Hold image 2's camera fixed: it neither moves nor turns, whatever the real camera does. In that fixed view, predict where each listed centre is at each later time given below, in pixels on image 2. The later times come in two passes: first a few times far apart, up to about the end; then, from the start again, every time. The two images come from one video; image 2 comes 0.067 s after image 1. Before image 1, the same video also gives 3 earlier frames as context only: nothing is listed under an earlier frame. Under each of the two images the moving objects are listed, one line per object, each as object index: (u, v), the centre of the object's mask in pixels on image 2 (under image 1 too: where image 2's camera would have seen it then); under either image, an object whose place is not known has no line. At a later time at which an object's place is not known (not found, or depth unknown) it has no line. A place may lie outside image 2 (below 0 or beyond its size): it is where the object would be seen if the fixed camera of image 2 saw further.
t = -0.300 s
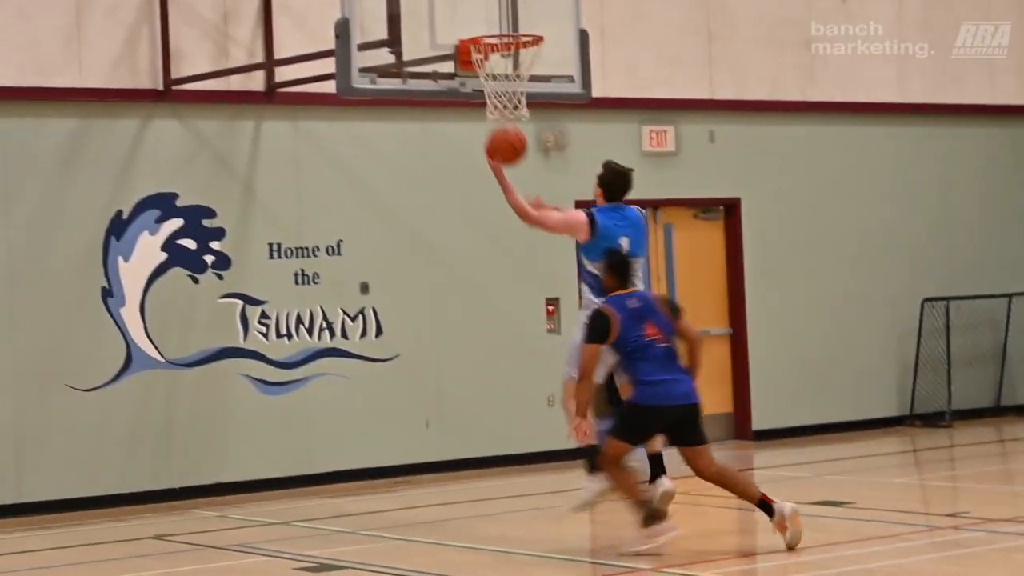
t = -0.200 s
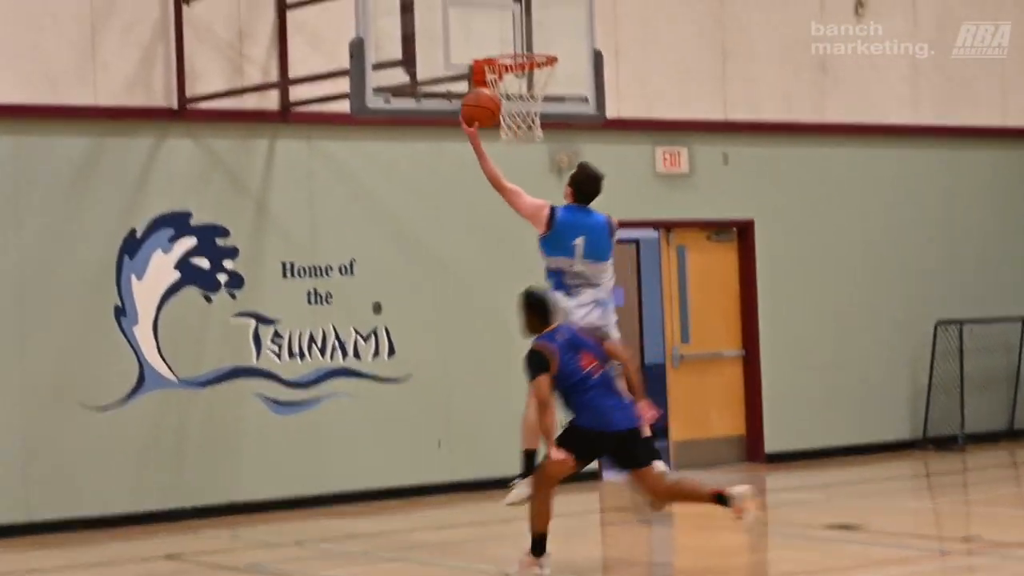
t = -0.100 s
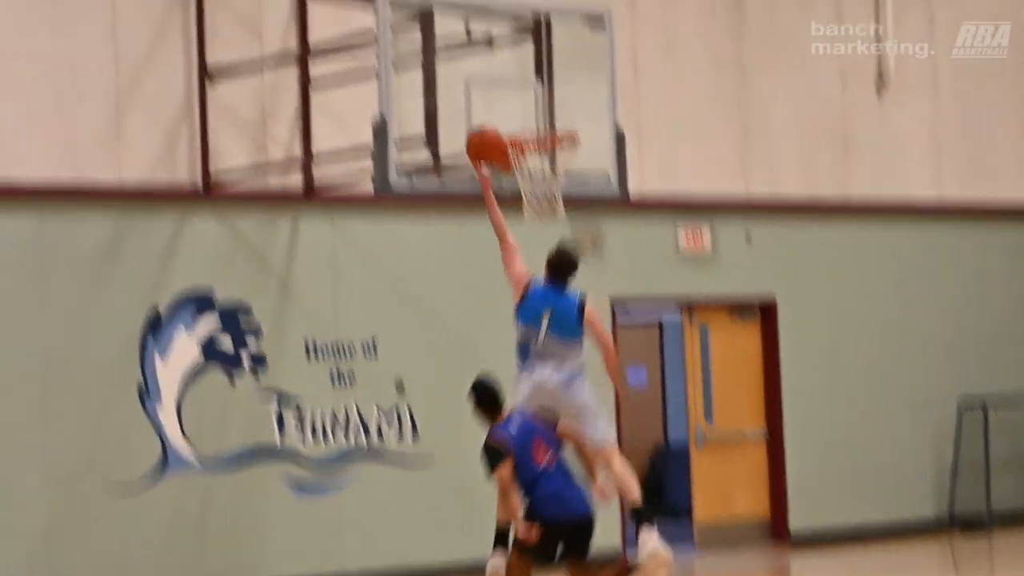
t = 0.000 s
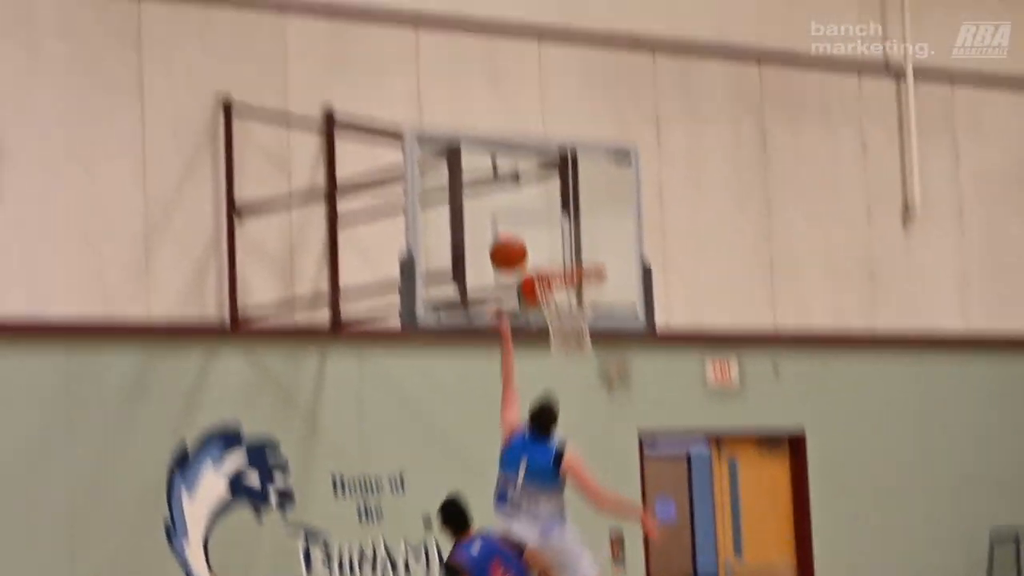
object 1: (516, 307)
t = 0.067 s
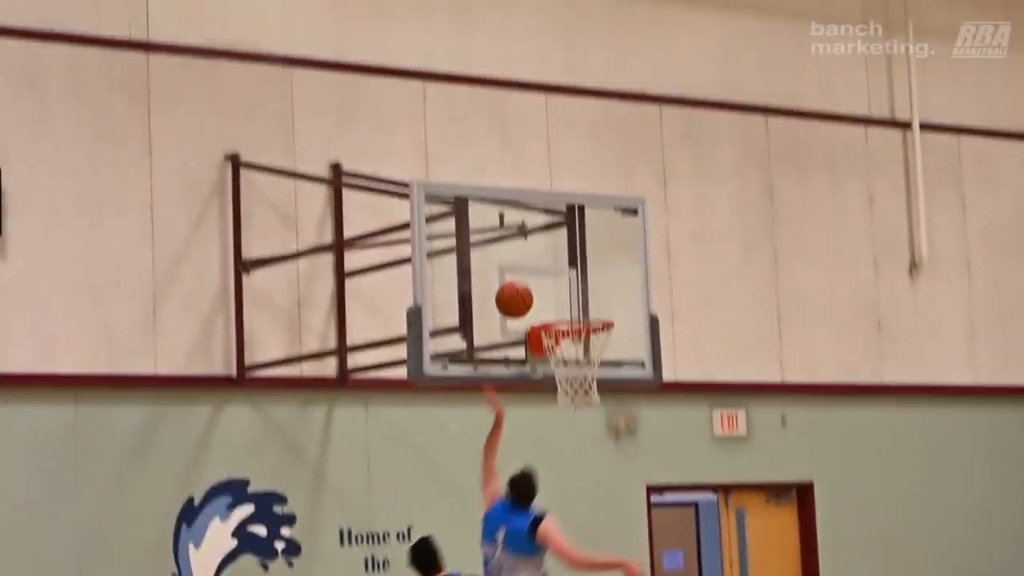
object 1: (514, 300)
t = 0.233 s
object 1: (532, 299)
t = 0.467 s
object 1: (587, 340)
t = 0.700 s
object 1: (602, 379)
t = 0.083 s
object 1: (513, 299)
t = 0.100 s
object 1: (513, 299)
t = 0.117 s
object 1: (513, 299)
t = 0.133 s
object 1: (513, 299)
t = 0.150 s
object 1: (513, 300)
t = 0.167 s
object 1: (517, 299)
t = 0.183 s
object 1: (521, 298)
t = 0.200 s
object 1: (525, 298)
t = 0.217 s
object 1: (528, 298)
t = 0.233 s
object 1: (532, 299)
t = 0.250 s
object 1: (537, 300)
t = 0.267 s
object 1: (541, 302)
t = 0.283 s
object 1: (545, 304)
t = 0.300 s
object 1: (548, 306)
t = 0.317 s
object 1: (553, 308)
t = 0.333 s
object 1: (557, 310)
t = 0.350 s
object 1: (561, 310)
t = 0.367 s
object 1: (565, 313)
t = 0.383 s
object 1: (568, 319)
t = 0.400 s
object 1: (571, 323)
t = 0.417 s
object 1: (575, 327)
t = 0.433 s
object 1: (579, 331)
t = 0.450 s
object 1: (583, 336)
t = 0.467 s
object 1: (587, 340)
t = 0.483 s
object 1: (590, 344)
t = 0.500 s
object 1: (592, 345)
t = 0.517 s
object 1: (594, 350)
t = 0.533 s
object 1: (596, 352)
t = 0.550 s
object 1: (597, 355)
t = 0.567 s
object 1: (599, 358)
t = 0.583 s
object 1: (600, 362)
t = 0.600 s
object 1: (601, 364)
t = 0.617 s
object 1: (601, 366)
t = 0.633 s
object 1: (601, 369)
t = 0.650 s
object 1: (602, 371)
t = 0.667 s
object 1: (603, 374)
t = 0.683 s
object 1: (603, 376)
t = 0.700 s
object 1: (602, 379)
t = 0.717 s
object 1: (601, 383)
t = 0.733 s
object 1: (601, 386)
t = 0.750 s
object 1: (600, 392)
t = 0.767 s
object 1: (601, 399)
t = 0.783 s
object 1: (600, 403)
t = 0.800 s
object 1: (600, 408)
